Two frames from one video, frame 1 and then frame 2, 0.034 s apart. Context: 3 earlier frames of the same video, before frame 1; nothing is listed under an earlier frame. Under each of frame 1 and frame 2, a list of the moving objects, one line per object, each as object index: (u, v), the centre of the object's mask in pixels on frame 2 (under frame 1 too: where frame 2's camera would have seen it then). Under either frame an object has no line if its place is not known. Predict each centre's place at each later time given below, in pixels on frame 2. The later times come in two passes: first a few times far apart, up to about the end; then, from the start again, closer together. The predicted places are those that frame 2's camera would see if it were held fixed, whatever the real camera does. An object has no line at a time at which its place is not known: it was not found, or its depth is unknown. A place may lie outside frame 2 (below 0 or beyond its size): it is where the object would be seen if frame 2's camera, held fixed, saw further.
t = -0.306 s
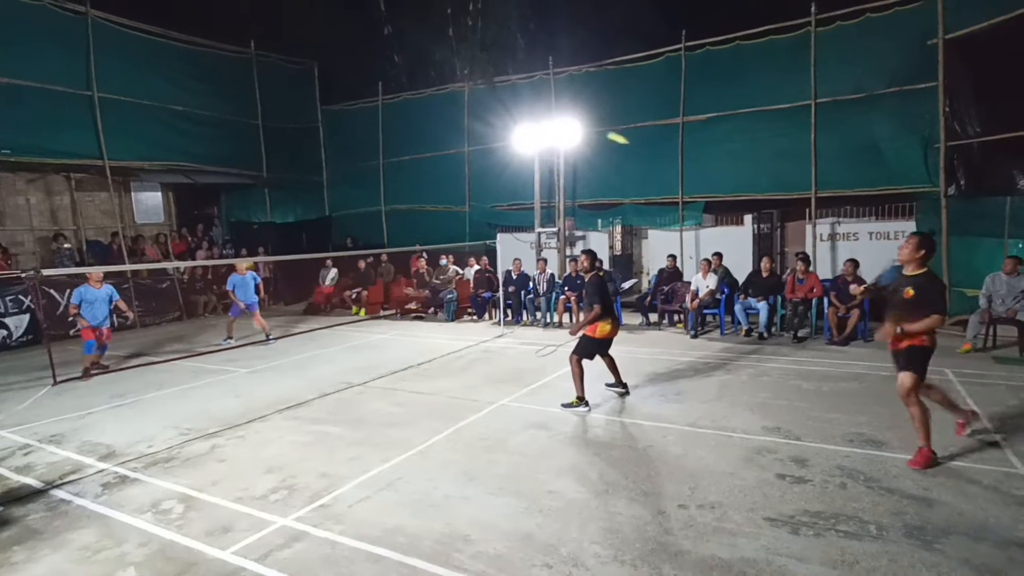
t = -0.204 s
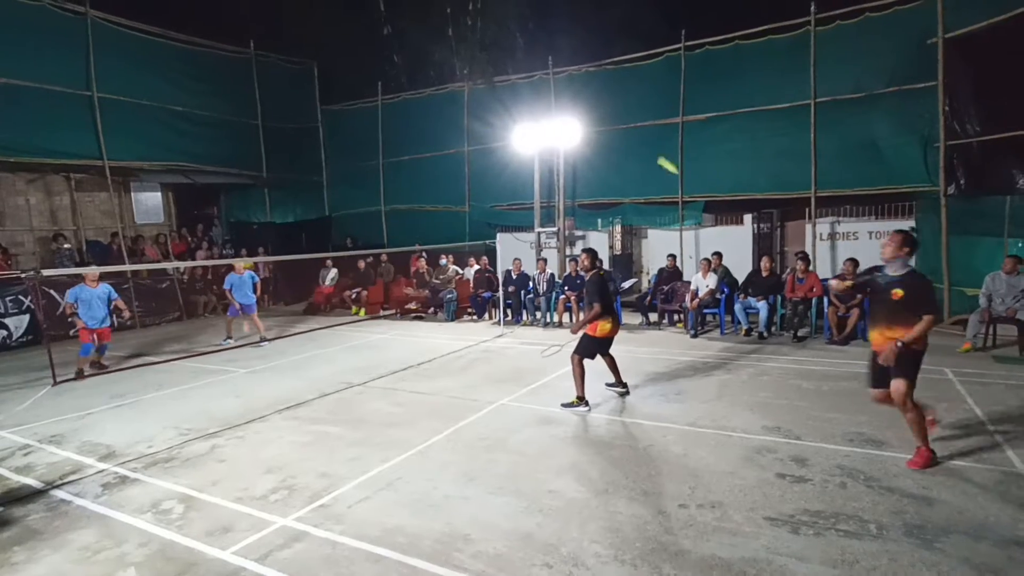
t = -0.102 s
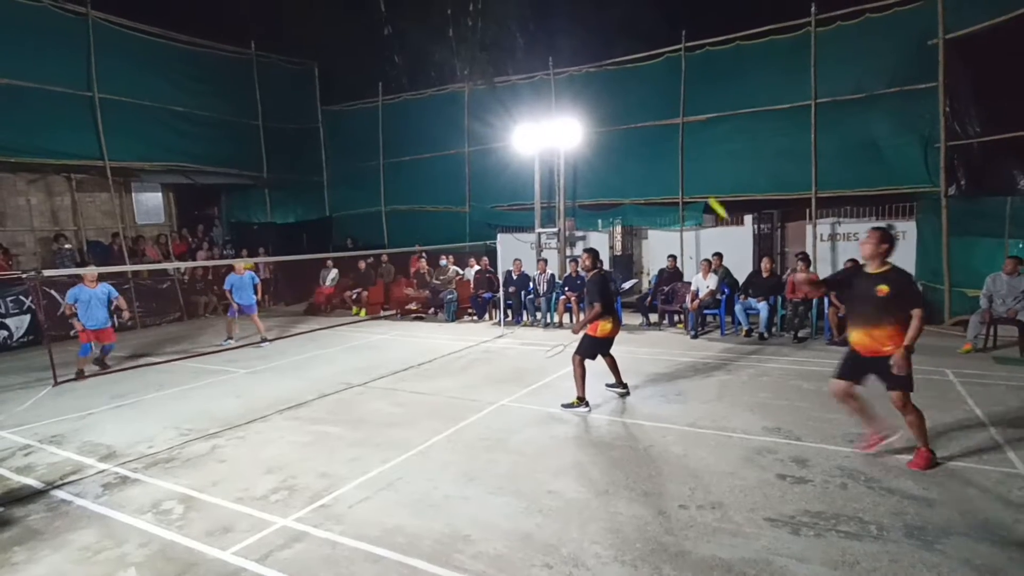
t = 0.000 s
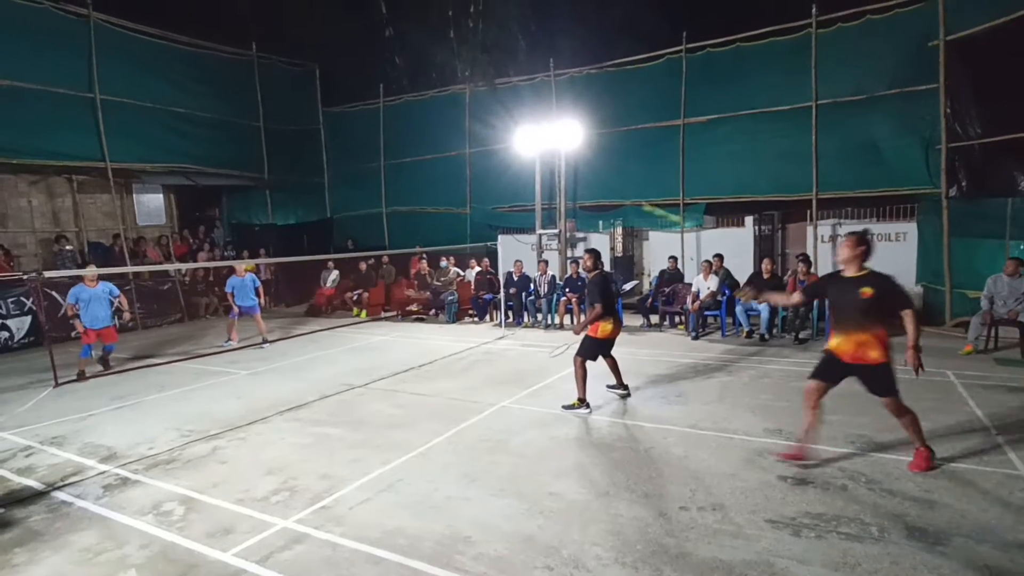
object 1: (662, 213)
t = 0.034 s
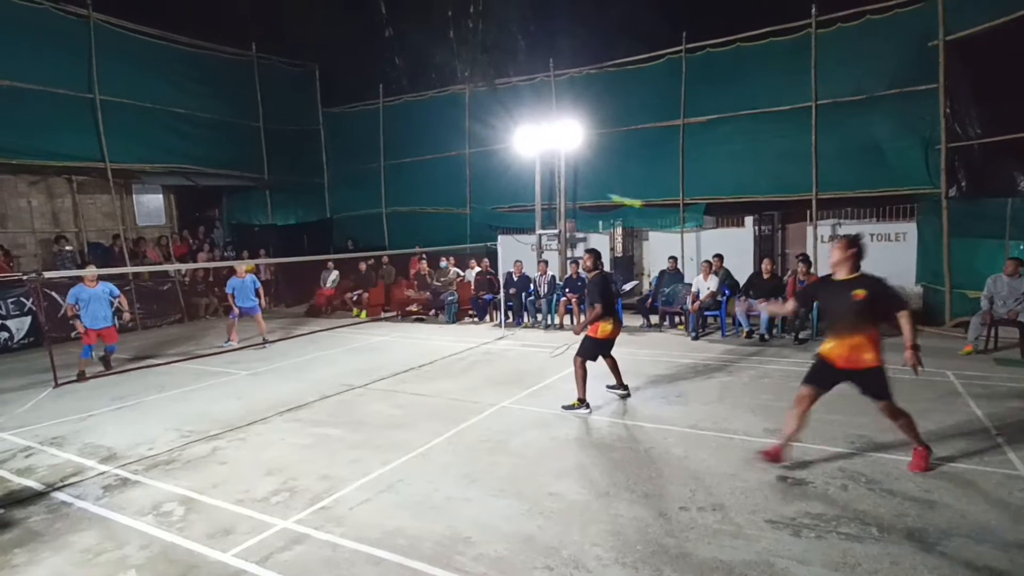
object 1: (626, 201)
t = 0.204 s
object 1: (496, 171)
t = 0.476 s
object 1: (403, 189)
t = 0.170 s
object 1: (515, 172)
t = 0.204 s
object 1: (496, 171)
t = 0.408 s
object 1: (420, 180)
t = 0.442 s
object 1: (411, 184)
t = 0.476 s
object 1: (403, 189)
